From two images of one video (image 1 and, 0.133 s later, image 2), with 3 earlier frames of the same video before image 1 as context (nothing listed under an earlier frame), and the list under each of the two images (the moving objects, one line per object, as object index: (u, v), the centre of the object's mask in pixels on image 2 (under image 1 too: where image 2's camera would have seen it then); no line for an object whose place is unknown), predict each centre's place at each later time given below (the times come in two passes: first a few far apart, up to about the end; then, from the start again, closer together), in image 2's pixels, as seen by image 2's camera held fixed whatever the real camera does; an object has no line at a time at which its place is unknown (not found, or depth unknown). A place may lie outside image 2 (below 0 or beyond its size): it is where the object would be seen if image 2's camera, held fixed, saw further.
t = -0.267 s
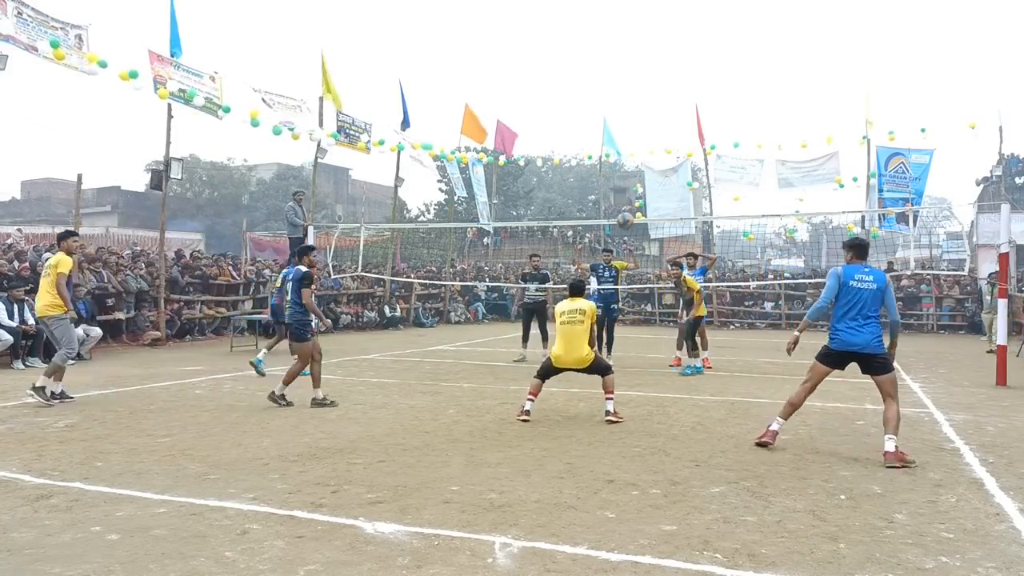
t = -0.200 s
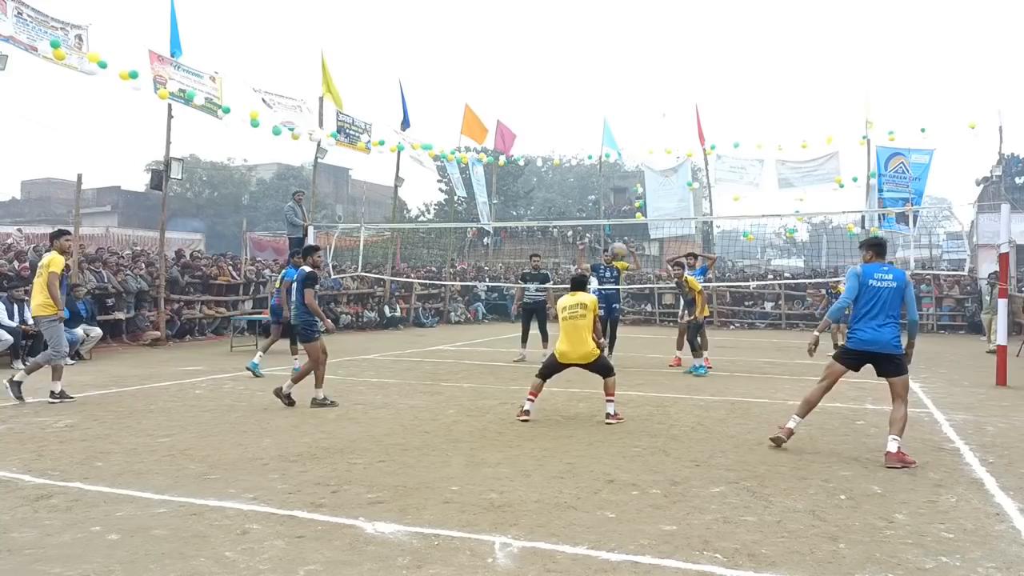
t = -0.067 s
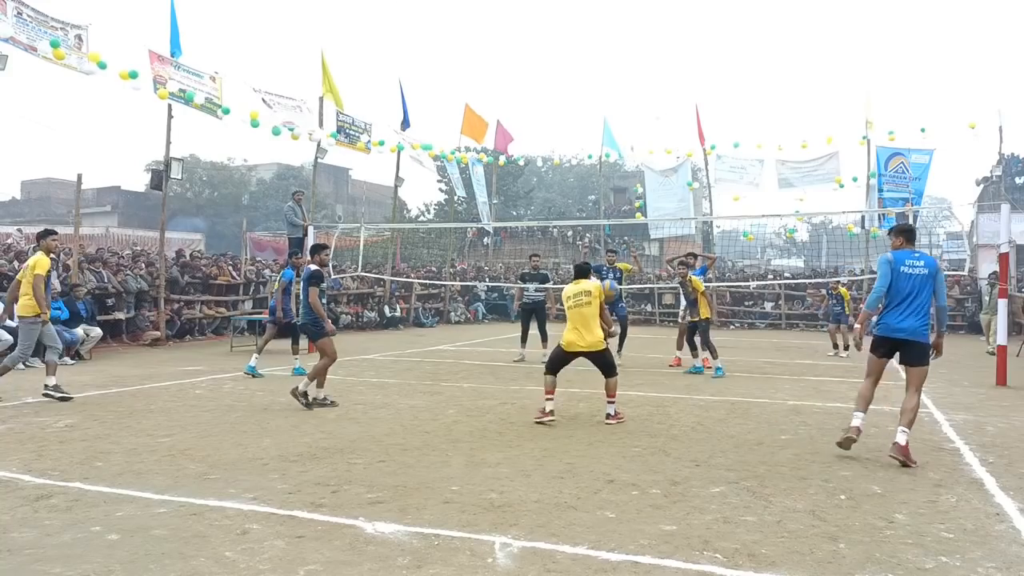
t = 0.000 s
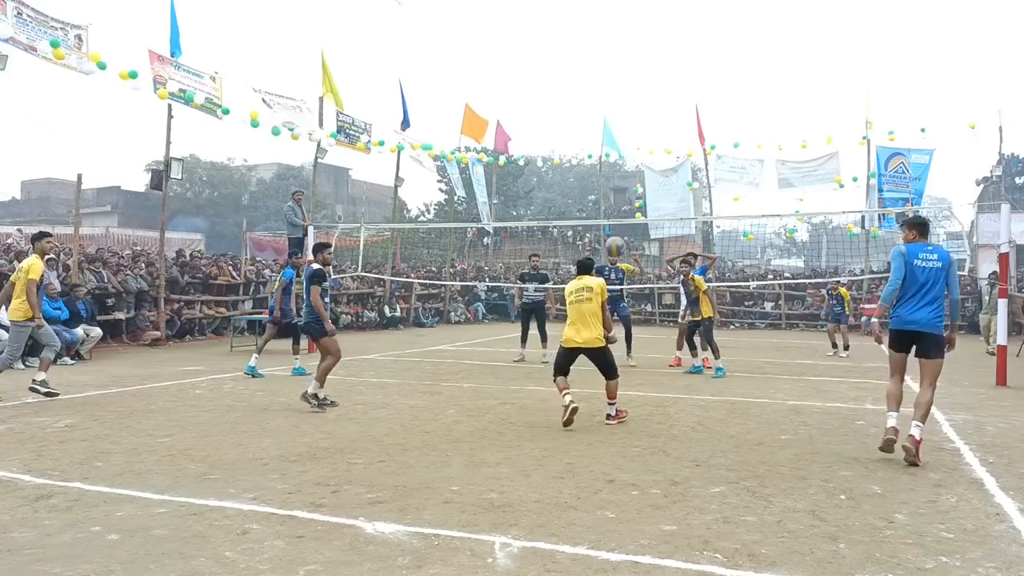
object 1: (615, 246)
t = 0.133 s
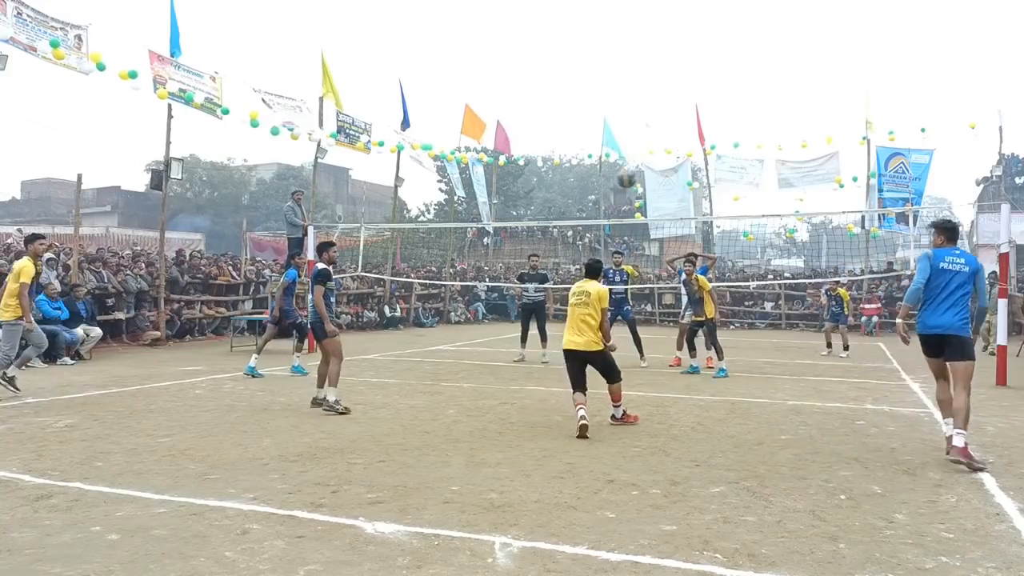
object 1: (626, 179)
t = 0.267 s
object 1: (637, 130)
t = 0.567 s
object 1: (656, 85)
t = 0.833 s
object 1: (670, 108)
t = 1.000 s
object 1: (678, 147)
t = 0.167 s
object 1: (629, 164)
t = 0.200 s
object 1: (632, 152)
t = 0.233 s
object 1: (634, 140)
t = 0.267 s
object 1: (637, 130)
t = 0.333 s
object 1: (641, 112)
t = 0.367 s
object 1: (643, 105)
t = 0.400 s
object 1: (646, 100)
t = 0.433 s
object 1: (648, 95)
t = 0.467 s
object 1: (650, 91)
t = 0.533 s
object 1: (654, 86)
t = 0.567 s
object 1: (656, 85)
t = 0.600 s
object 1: (658, 85)
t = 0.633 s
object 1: (660, 86)
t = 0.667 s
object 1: (662, 88)
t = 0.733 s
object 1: (665, 93)
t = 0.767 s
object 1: (667, 97)
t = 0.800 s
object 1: (668, 102)
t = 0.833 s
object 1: (670, 108)
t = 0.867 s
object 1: (672, 113)
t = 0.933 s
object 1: (675, 129)
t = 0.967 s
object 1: (676, 137)
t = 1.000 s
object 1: (678, 147)
